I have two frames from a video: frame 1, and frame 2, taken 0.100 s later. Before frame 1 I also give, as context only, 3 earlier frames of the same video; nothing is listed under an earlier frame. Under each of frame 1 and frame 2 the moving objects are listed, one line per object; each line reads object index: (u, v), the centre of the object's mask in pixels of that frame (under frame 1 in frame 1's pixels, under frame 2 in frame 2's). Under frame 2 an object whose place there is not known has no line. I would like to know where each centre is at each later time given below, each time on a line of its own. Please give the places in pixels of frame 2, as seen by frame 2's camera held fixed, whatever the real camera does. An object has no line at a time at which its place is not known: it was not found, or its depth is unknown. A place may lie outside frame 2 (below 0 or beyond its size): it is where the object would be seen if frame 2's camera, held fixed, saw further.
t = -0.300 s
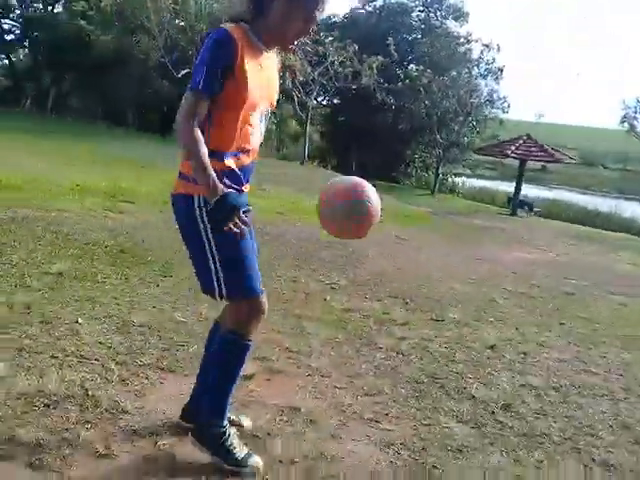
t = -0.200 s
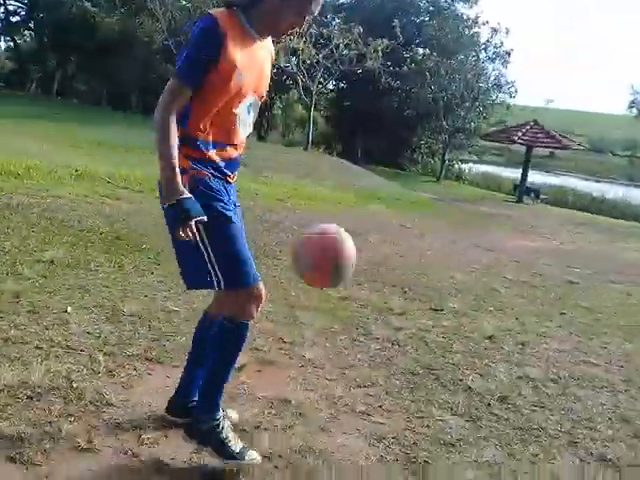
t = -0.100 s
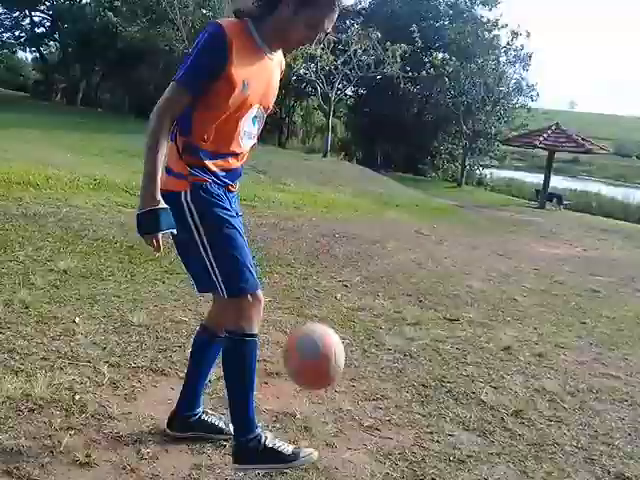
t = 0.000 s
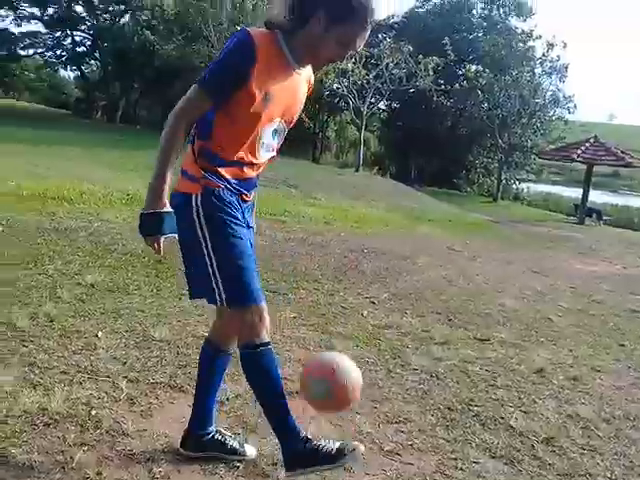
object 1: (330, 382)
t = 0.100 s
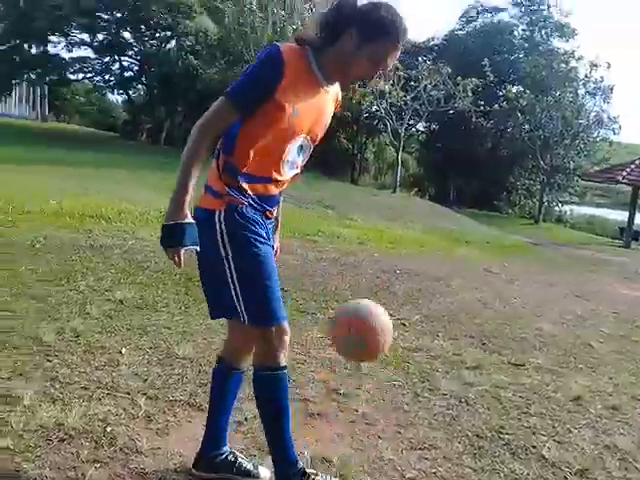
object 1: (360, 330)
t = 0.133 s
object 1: (363, 310)
